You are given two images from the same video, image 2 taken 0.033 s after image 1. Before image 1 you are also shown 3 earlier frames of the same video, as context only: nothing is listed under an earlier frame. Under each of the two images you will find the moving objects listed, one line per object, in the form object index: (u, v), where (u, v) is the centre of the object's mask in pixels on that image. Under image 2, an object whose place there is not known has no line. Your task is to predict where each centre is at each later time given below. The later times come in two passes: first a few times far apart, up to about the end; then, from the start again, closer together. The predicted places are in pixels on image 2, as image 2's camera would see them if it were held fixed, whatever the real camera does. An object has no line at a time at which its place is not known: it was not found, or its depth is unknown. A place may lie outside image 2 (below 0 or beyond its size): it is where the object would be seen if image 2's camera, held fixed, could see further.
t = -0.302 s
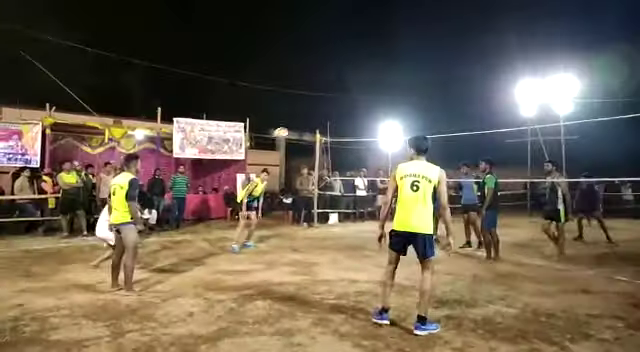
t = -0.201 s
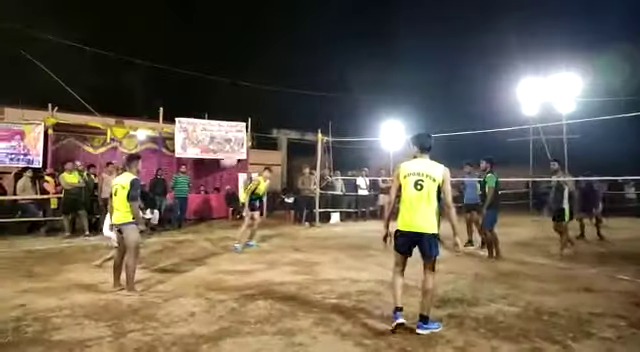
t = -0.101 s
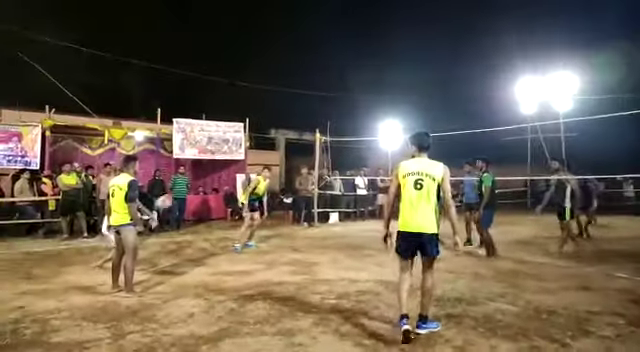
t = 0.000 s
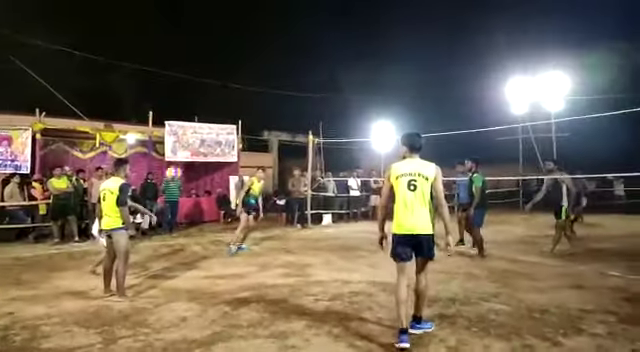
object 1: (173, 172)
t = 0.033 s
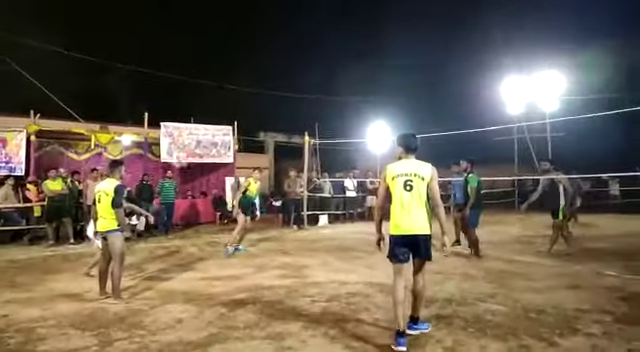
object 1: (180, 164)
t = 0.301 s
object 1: (259, 79)
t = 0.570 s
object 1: (336, 42)
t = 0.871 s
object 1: (418, 55)
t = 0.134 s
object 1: (210, 123)
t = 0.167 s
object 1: (220, 114)
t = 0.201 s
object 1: (230, 105)
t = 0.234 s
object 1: (240, 95)
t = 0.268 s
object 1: (250, 87)
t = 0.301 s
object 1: (259, 79)
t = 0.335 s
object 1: (268, 72)
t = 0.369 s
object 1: (278, 66)
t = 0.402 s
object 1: (288, 60)
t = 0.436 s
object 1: (297, 56)
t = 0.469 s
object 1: (307, 51)
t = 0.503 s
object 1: (317, 47)
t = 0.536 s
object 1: (327, 45)
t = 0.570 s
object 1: (336, 42)
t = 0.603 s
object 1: (345, 41)
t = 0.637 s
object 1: (354, 40)
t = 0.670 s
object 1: (363, 41)
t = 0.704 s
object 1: (372, 41)
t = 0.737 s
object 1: (382, 43)
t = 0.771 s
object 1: (391, 45)
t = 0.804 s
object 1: (401, 48)
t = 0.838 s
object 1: (409, 51)
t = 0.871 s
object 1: (418, 55)
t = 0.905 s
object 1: (432, 63)
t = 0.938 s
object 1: (441, 68)
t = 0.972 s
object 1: (449, 75)
